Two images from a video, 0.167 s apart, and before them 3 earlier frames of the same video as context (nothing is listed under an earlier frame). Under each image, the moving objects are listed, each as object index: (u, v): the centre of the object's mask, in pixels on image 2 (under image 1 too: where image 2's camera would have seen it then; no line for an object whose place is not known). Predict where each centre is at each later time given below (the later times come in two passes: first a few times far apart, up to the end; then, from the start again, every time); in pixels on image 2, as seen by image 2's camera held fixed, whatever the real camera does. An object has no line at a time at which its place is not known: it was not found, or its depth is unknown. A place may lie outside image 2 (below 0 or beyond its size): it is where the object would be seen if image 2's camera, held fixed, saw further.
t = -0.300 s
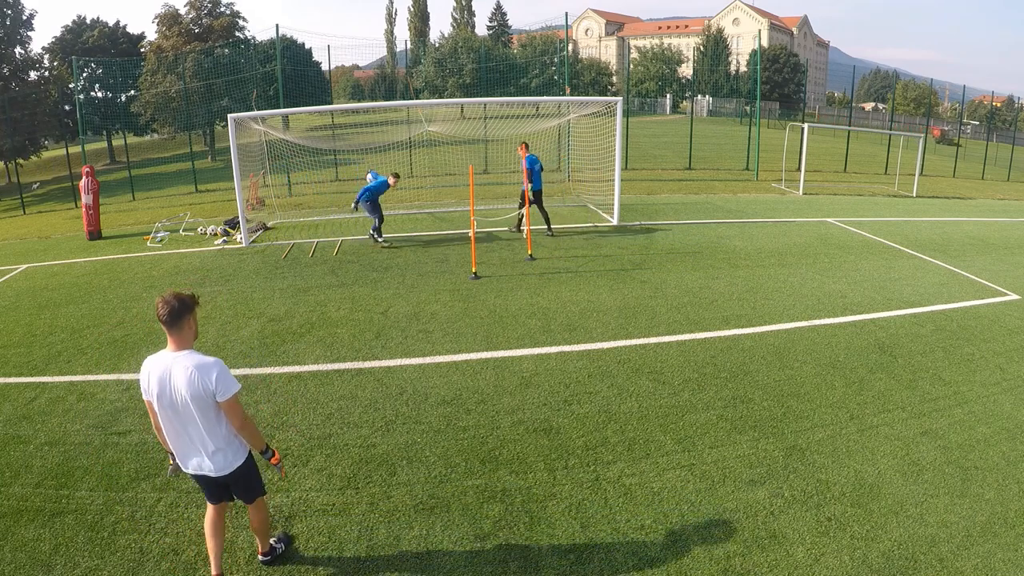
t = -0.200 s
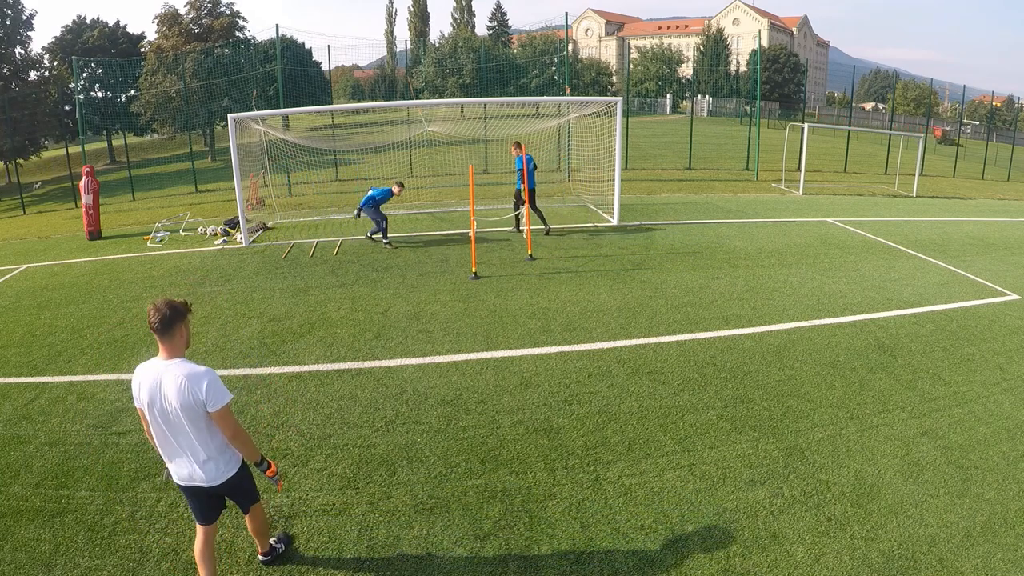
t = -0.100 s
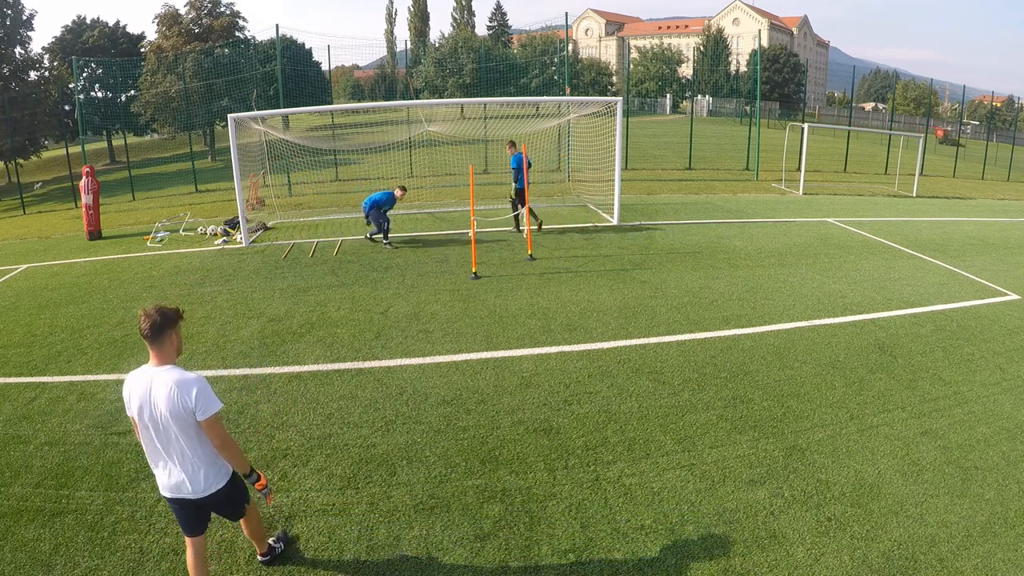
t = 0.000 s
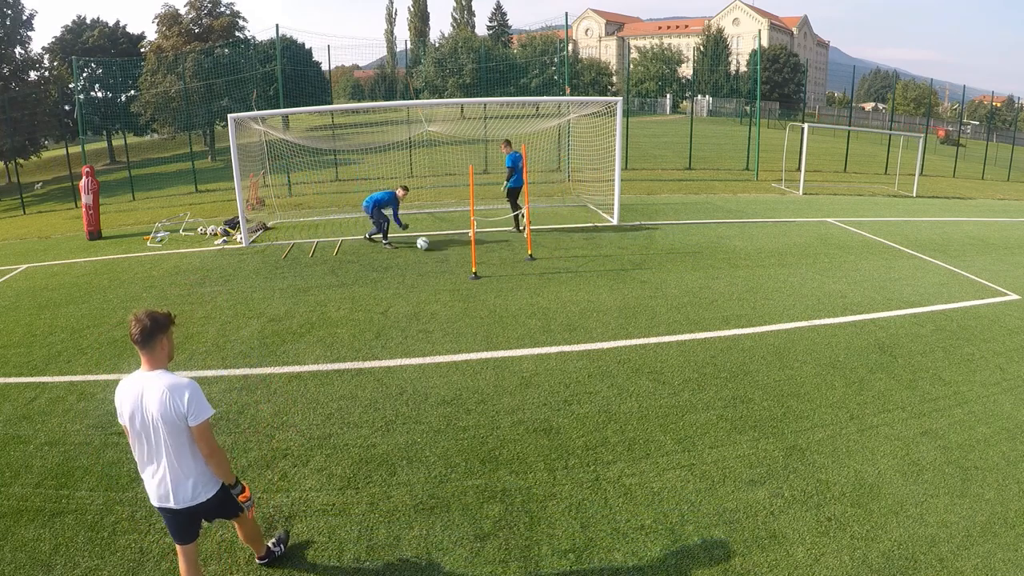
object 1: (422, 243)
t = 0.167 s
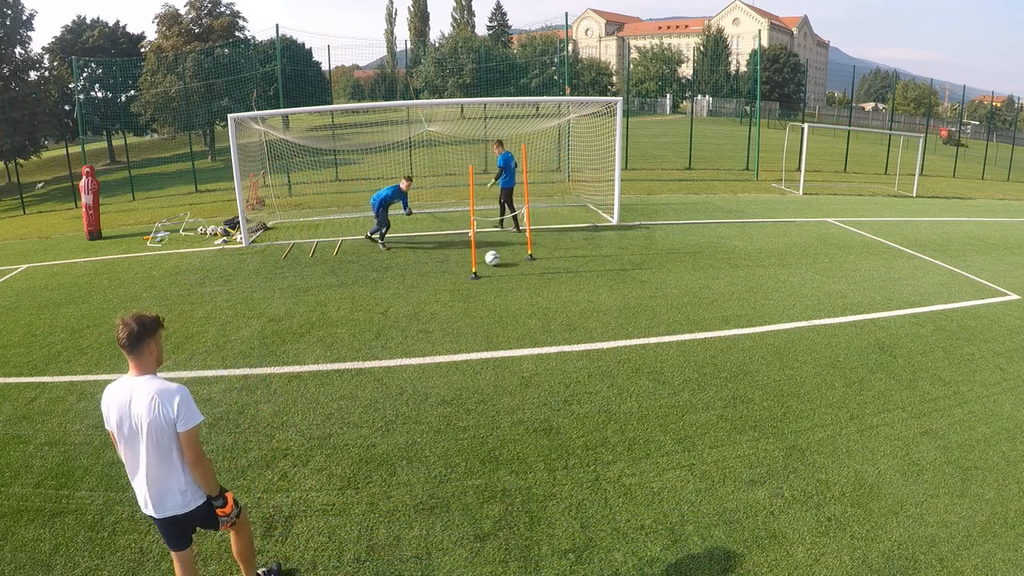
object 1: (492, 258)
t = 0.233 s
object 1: (520, 261)
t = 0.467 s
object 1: (632, 284)
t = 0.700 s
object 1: (759, 318)
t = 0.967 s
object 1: (915, 356)
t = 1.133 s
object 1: (1009, 380)
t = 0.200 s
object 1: (505, 259)
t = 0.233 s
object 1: (520, 261)
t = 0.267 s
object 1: (535, 264)
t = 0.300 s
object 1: (550, 268)
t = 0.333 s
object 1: (567, 273)
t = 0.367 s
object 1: (583, 279)
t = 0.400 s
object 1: (599, 281)
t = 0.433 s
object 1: (615, 282)
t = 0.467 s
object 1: (632, 284)
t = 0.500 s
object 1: (649, 287)
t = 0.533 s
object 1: (666, 291)
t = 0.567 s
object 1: (685, 297)
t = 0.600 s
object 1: (702, 303)
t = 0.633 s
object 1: (721, 311)
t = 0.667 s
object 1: (740, 315)
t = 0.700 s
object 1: (759, 318)
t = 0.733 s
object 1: (779, 322)
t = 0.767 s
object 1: (798, 328)
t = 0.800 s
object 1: (817, 334)
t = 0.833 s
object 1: (837, 338)
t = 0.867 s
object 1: (857, 341)
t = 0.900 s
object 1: (876, 345)
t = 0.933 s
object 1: (896, 350)
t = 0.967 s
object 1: (915, 356)
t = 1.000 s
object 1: (934, 362)
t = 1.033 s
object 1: (953, 366)
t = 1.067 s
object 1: (973, 370)
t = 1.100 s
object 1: (991, 375)
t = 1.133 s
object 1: (1009, 380)
